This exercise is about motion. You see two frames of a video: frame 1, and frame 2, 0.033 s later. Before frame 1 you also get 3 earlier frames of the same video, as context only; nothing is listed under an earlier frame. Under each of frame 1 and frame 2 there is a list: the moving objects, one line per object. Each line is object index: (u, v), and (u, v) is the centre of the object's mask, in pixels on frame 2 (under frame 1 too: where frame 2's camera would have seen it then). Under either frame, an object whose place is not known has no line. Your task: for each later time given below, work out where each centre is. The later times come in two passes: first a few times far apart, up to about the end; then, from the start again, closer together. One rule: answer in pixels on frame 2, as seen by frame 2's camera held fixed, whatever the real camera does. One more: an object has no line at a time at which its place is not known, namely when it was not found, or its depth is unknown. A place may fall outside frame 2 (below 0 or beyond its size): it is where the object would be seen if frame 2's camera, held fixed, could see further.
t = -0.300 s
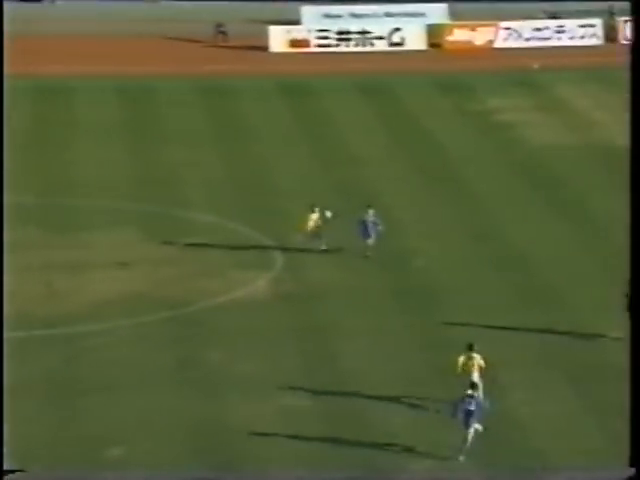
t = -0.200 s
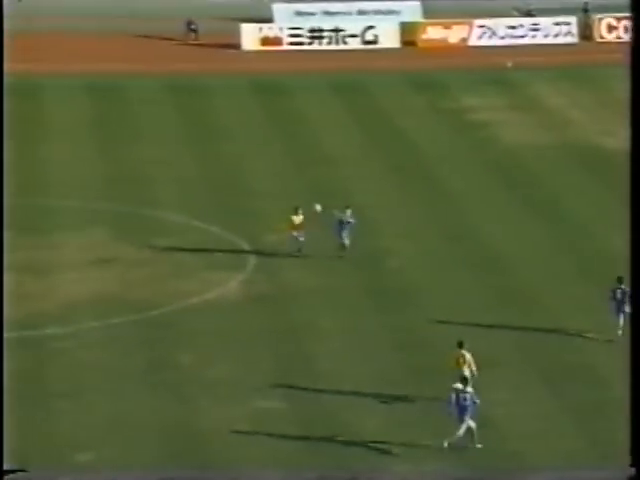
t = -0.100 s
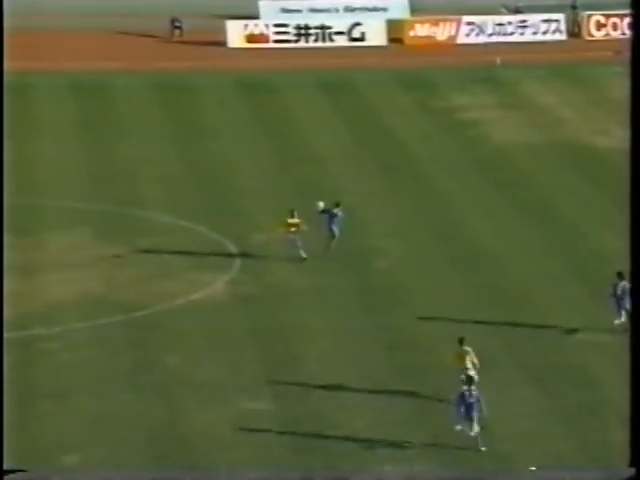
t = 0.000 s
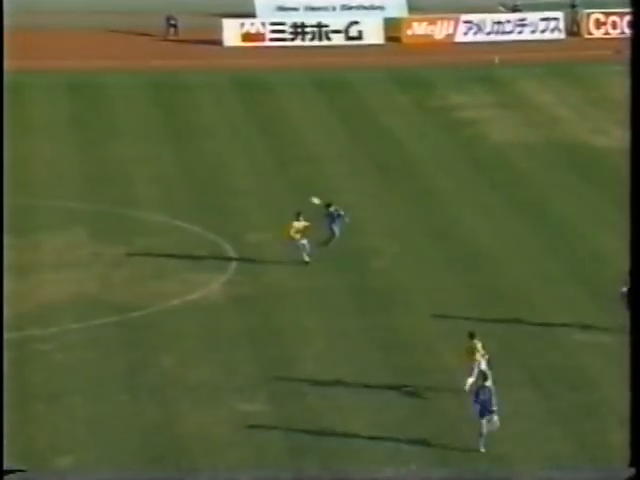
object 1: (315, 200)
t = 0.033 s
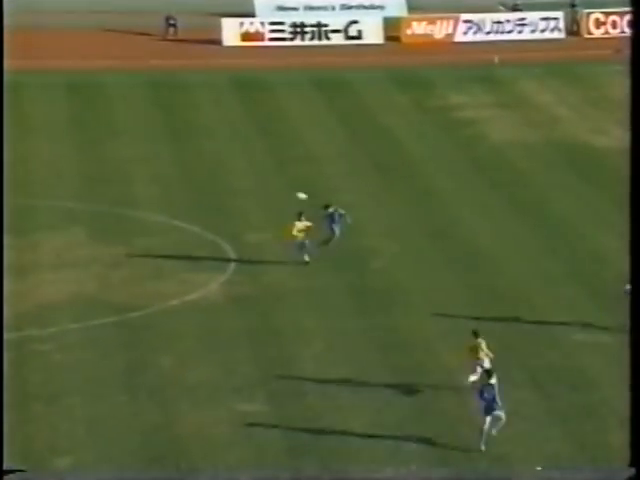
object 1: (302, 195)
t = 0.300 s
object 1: (194, 169)
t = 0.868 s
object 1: (-39, 181)
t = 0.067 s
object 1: (288, 191)
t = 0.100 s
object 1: (275, 187)
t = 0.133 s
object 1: (262, 183)
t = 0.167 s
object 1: (248, 180)
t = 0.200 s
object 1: (234, 176)
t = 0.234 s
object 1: (221, 173)
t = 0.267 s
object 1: (208, 171)
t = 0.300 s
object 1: (194, 169)
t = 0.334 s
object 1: (181, 167)
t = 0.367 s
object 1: (166, 165)
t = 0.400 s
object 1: (153, 164)
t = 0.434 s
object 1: (141, 162)
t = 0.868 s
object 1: (-39, 181)
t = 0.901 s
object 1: (-54, 185)
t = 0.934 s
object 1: (-69, 189)
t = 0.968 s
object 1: (-84, 193)
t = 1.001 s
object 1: (-98, 198)
